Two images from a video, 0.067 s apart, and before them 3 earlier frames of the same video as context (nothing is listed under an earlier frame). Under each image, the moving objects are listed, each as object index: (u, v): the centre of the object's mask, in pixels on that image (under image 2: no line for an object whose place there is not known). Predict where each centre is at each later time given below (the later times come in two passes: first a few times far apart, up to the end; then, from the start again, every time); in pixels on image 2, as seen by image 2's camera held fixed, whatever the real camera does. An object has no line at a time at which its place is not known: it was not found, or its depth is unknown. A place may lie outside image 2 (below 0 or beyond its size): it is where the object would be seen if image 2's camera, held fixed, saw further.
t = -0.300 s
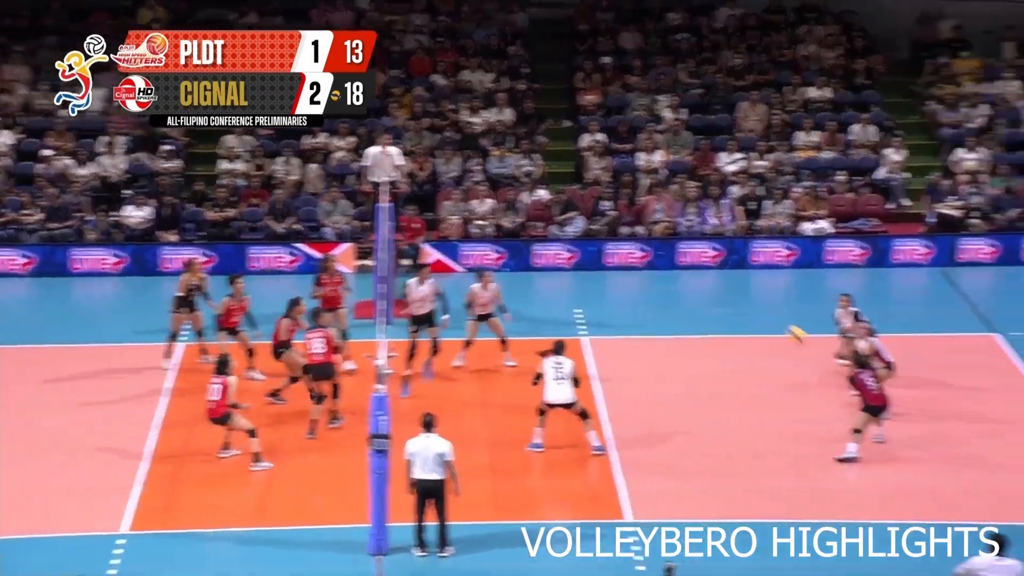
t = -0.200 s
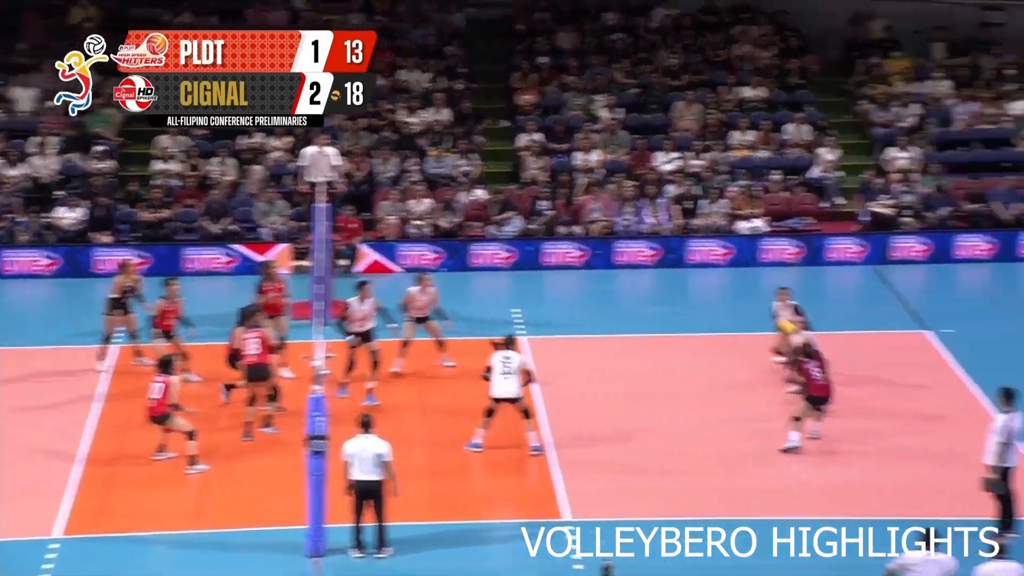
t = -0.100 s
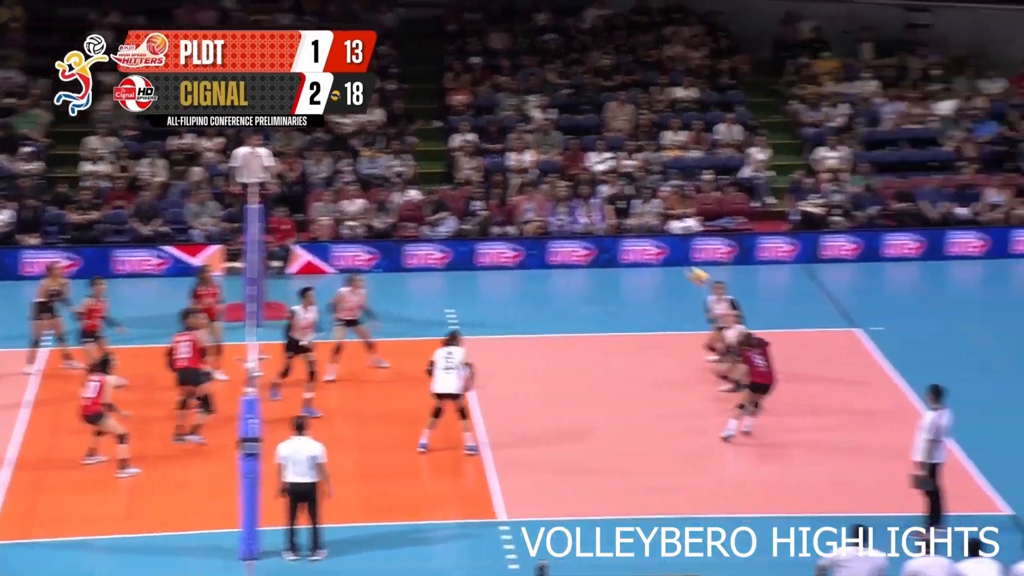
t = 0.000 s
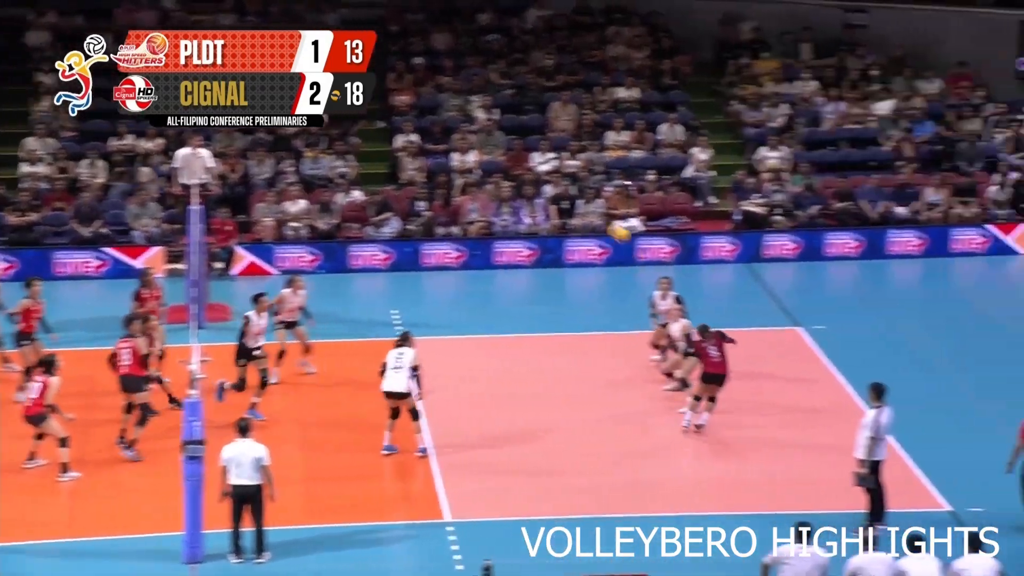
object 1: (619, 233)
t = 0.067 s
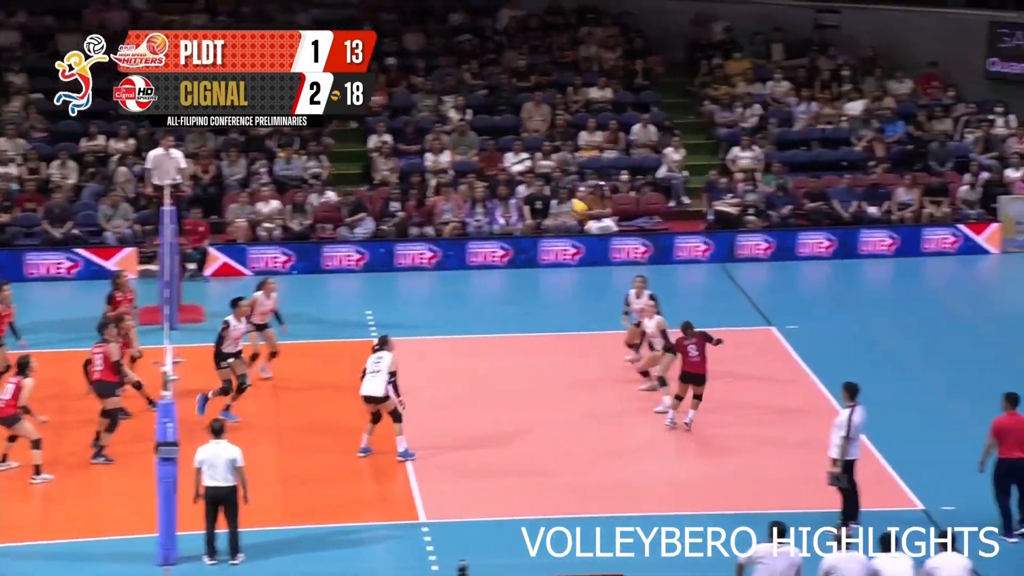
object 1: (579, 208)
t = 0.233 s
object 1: (542, 158)
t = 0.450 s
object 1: (496, 126)
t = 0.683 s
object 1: (446, 126)
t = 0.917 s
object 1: (398, 168)
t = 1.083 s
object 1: (363, 222)
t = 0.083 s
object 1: (576, 202)
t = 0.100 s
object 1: (570, 196)
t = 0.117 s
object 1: (567, 191)
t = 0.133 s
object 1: (564, 187)
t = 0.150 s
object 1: (559, 181)
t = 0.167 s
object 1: (556, 177)
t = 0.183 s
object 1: (553, 172)
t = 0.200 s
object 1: (550, 166)
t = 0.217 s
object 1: (545, 161)
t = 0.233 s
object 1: (542, 158)
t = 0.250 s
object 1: (538, 155)
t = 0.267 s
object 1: (535, 152)
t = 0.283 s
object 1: (531, 148)
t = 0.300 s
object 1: (528, 145)
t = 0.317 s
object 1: (524, 143)
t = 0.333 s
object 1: (520, 140)
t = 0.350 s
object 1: (517, 137)
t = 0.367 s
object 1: (513, 135)
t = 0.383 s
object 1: (510, 132)
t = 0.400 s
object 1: (506, 130)
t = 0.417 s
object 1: (502, 128)
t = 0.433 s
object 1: (499, 127)
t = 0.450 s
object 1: (496, 126)
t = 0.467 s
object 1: (492, 125)
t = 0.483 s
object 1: (488, 124)
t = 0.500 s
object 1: (485, 123)
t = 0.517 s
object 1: (481, 122)
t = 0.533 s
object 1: (478, 121)
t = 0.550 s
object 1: (475, 121)
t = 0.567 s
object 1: (471, 121)
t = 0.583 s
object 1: (468, 121)
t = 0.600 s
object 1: (464, 122)
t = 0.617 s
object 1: (461, 123)
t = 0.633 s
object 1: (458, 123)
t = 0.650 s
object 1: (455, 124)
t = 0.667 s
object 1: (450, 125)
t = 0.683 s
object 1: (446, 126)
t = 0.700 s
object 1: (443, 129)
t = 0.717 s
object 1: (440, 131)
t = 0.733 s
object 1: (436, 132)
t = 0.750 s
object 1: (432, 135)
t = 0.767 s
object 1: (428, 137)
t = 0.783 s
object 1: (426, 140)
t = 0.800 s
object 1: (422, 143)
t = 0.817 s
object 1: (418, 146)
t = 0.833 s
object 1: (415, 150)
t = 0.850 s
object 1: (411, 153)
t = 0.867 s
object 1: (408, 156)
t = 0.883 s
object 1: (405, 160)
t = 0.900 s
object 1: (403, 164)
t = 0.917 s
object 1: (398, 168)
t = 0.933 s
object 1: (394, 174)
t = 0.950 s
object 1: (391, 178)
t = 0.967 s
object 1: (387, 183)
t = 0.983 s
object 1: (384, 189)
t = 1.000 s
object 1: (381, 194)
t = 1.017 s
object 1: (377, 199)
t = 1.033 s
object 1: (373, 204)
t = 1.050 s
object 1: (371, 210)
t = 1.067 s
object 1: (367, 216)
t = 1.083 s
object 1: (363, 222)
